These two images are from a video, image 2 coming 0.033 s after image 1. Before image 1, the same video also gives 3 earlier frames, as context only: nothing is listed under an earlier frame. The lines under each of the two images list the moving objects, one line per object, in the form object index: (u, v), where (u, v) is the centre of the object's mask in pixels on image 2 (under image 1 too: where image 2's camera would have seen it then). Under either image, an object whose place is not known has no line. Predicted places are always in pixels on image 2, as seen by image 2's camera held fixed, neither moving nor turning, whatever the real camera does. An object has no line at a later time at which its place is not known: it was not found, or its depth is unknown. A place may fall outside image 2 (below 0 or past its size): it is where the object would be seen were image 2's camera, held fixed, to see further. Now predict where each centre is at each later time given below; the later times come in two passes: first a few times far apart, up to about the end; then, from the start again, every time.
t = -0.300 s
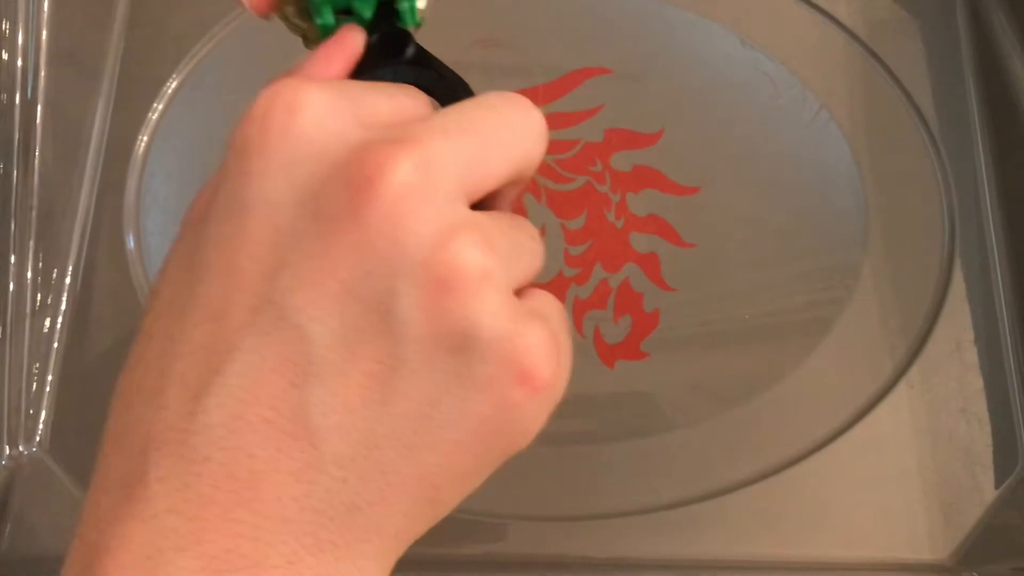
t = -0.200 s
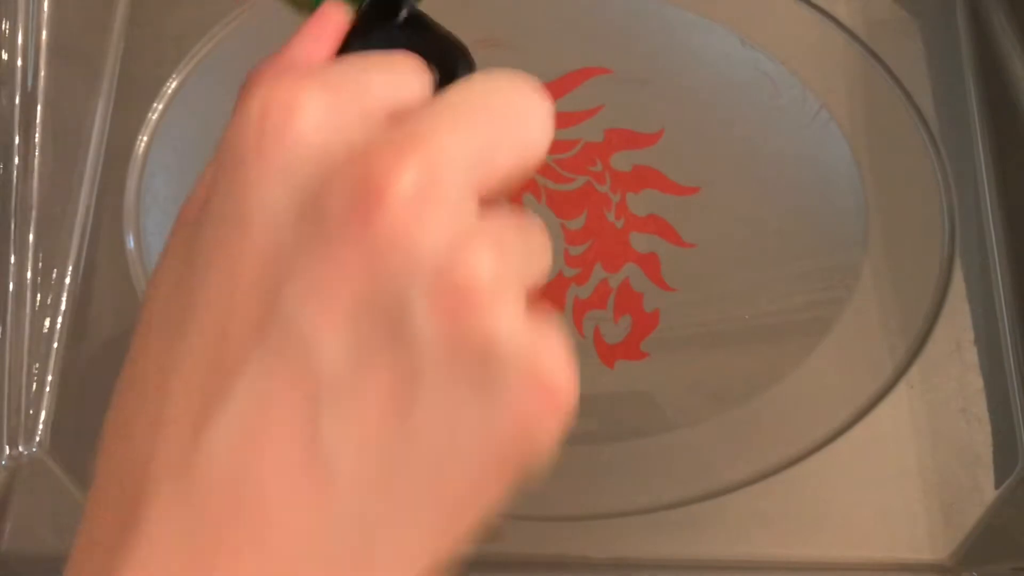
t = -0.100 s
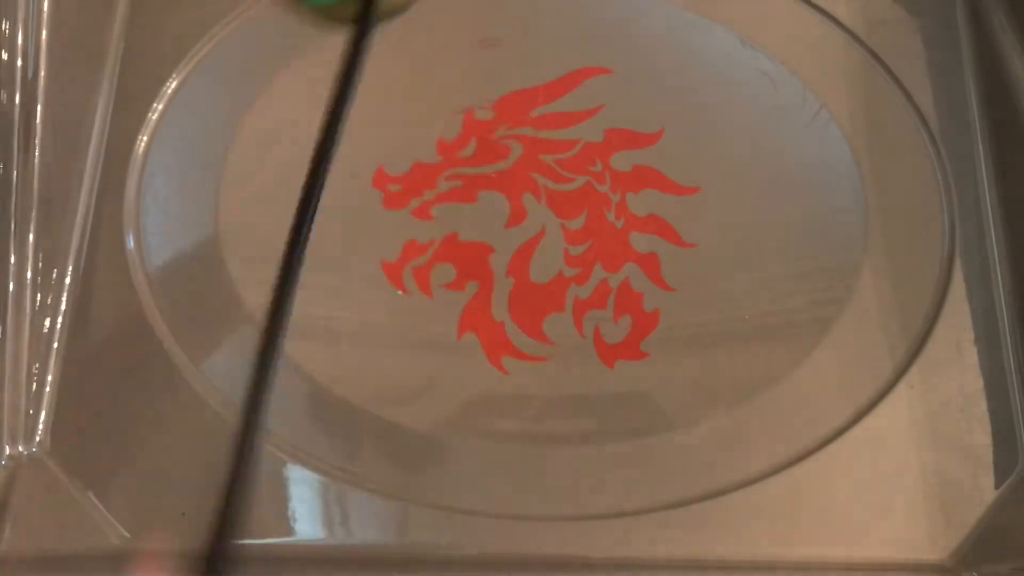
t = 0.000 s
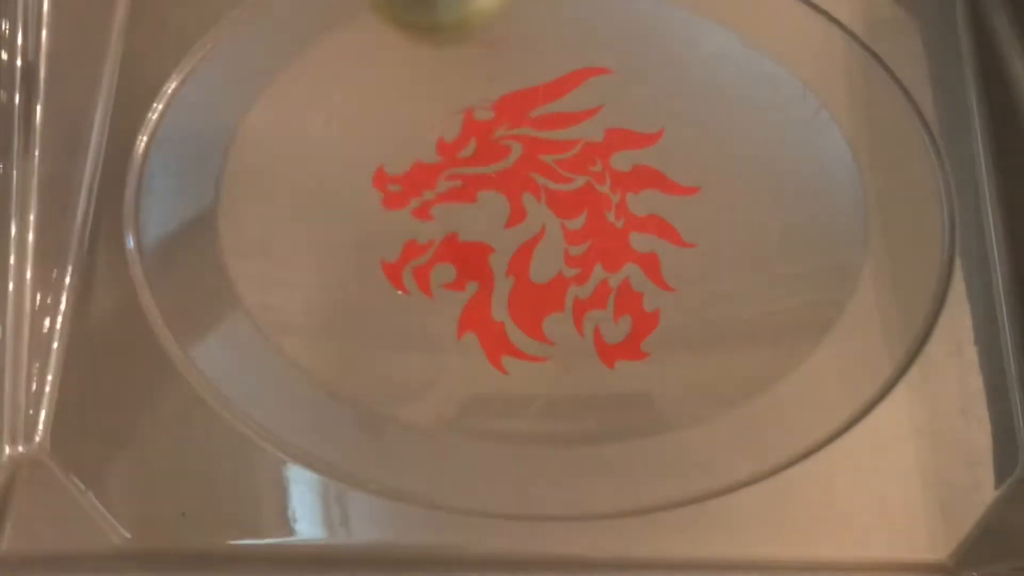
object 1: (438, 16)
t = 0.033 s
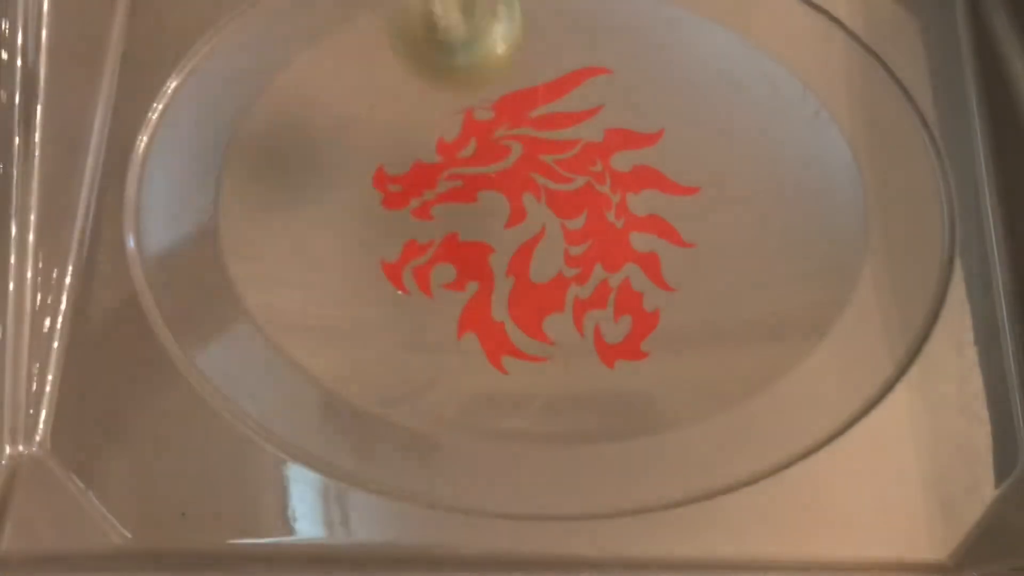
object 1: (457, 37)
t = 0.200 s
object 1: (501, 94)
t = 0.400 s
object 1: (464, 142)
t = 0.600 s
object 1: (416, 177)
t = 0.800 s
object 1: (393, 216)
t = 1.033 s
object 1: (407, 245)
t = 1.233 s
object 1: (443, 253)
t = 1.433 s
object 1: (474, 230)
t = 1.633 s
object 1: (493, 184)
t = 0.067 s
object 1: (468, 84)
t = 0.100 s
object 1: (479, 86)
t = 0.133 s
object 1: (487, 81)
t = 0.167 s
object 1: (496, 89)
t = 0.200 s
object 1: (501, 94)
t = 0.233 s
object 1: (503, 104)
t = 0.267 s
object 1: (500, 113)
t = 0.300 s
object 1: (494, 120)
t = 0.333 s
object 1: (485, 128)
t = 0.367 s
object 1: (473, 135)
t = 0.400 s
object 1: (464, 142)
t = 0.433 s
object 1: (455, 147)
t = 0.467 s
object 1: (445, 152)
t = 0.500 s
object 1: (436, 157)
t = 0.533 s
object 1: (429, 163)
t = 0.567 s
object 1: (422, 170)
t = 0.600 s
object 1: (416, 177)
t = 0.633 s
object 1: (410, 184)
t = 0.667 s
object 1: (406, 191)
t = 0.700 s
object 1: (402, 197)
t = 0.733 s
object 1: (398, 204)
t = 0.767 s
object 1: (395, 210)
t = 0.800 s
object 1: (393, 216)
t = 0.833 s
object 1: (393, 221)
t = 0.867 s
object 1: (393, 225)
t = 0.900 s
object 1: (394, 230)
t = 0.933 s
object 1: (396, 235)
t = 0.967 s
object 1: (399, 239)
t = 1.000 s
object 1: (403, 243)
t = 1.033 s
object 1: (407, 245)
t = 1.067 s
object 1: (413, 249)
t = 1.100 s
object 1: (418, 251)
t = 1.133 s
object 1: (424, 253)
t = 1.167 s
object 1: (430, 253)
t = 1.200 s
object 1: (436, 253)
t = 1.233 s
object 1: (443, 253)
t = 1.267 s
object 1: (449, 252)
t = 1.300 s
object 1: (455, 249)
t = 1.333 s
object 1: (462, 246)
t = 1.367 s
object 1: (467, 242)
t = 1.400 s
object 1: (471, 236)
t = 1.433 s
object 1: (474, 230)
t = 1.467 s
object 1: (477, 222)
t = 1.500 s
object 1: (479, 215)
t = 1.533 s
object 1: (483, 207)
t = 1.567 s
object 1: (486, 199)
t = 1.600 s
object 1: (489, 192)
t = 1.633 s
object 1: (493, 184)
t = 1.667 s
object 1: (498, 176)
